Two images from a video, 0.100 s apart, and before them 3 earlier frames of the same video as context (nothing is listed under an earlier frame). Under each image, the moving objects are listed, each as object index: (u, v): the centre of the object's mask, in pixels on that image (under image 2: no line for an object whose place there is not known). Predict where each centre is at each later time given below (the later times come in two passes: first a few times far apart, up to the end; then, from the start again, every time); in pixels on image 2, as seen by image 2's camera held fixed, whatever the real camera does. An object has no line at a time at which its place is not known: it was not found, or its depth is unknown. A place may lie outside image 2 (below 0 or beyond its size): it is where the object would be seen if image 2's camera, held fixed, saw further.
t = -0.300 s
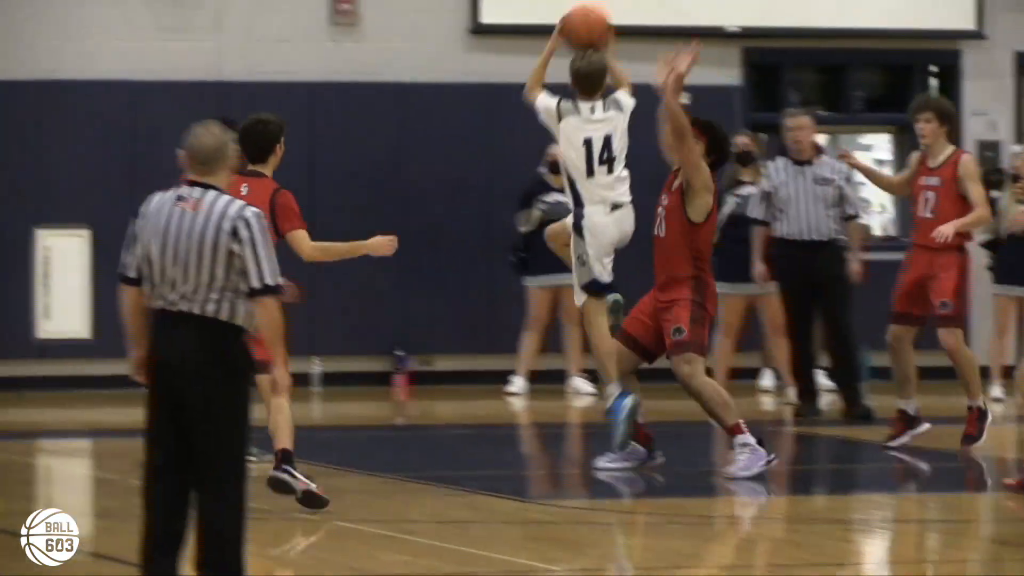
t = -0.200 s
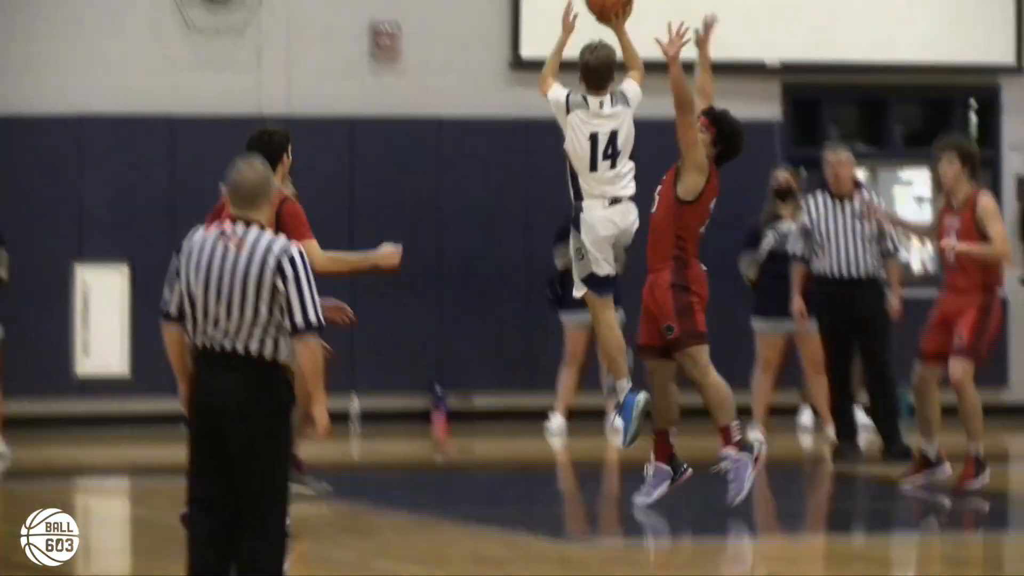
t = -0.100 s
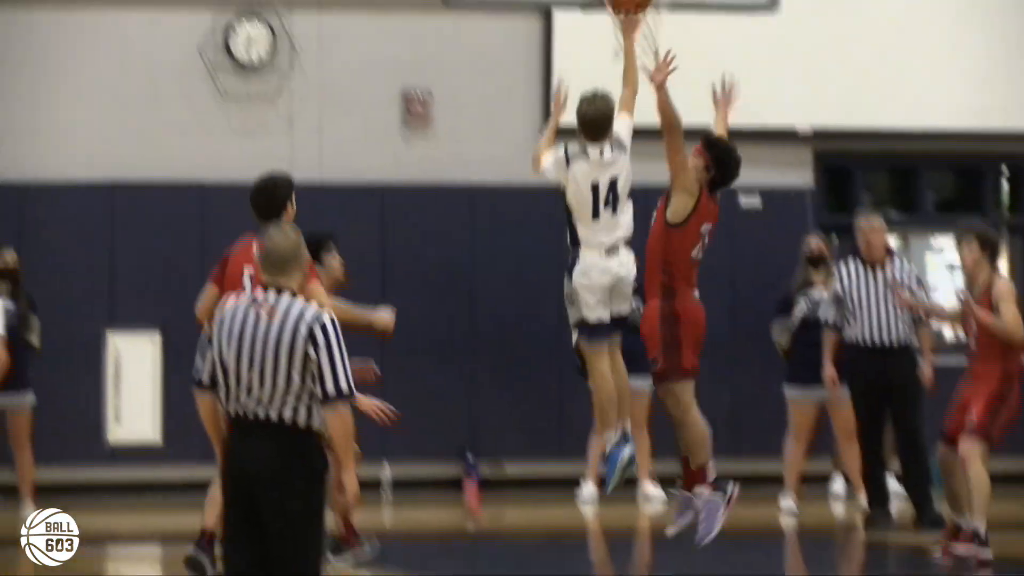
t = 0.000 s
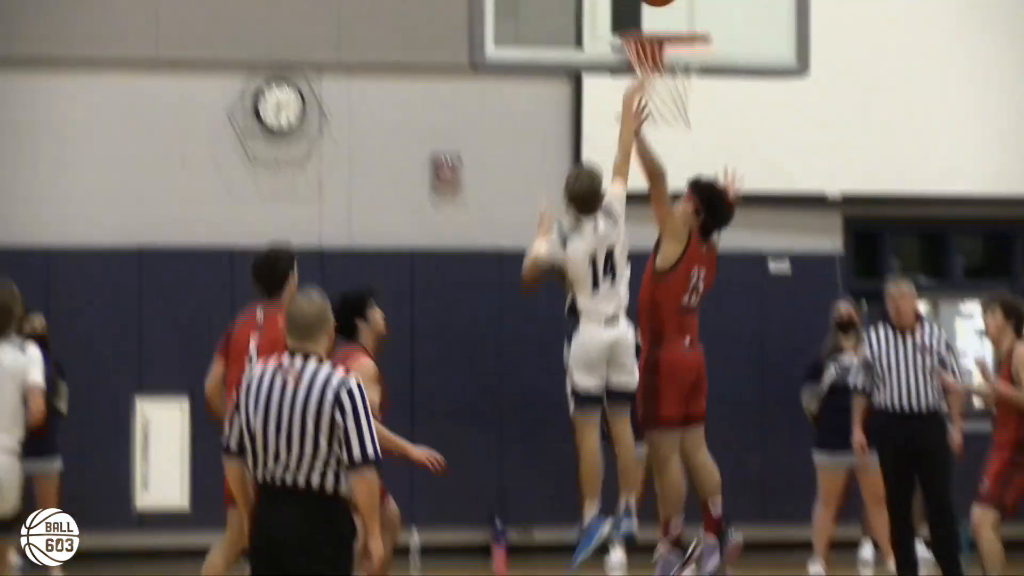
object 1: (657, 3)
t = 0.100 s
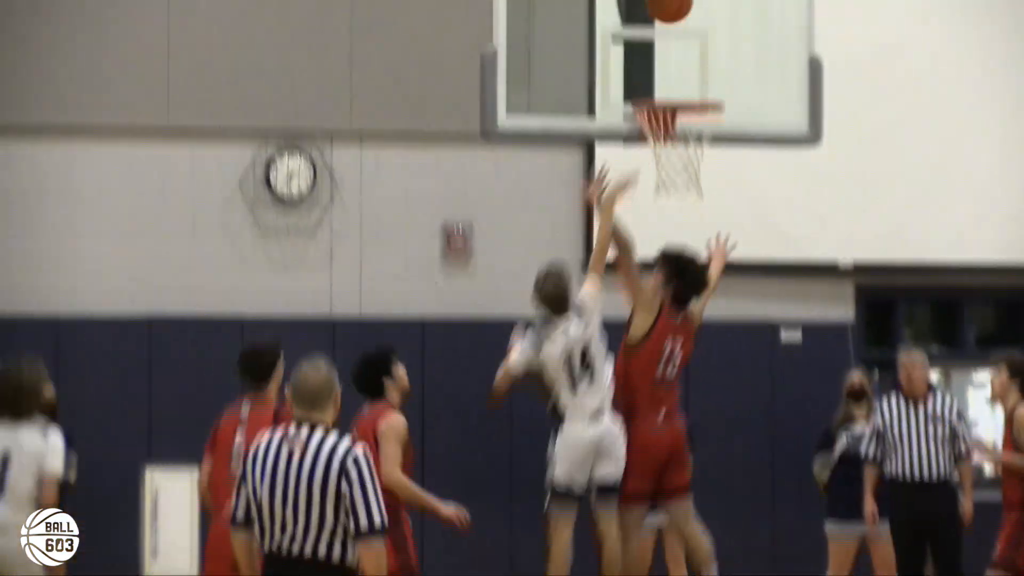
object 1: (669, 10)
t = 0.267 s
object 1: (669, -42)
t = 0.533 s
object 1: (668, 11)
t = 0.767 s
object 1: (677, 151)
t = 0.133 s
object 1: (670, -9)
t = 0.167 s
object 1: (669, -25)
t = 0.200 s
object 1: (669, -33)
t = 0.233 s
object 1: (669, -39)
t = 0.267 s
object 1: (669, -42)
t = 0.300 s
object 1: (669, -43)
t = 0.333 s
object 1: (669, -42)
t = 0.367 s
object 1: (669, -39)
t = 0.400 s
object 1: (669, -33)
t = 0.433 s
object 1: (669, -26)
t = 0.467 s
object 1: (668, -15)
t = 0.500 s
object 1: (668, -4)
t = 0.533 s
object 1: (668, 11)
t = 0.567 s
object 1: (667, 27)
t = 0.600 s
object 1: (666, 44)
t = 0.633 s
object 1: (666, 64)
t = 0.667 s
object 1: (665, 83)
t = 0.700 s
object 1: (664, 114)
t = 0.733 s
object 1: (671, 131)
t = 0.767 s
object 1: (677, 151)
